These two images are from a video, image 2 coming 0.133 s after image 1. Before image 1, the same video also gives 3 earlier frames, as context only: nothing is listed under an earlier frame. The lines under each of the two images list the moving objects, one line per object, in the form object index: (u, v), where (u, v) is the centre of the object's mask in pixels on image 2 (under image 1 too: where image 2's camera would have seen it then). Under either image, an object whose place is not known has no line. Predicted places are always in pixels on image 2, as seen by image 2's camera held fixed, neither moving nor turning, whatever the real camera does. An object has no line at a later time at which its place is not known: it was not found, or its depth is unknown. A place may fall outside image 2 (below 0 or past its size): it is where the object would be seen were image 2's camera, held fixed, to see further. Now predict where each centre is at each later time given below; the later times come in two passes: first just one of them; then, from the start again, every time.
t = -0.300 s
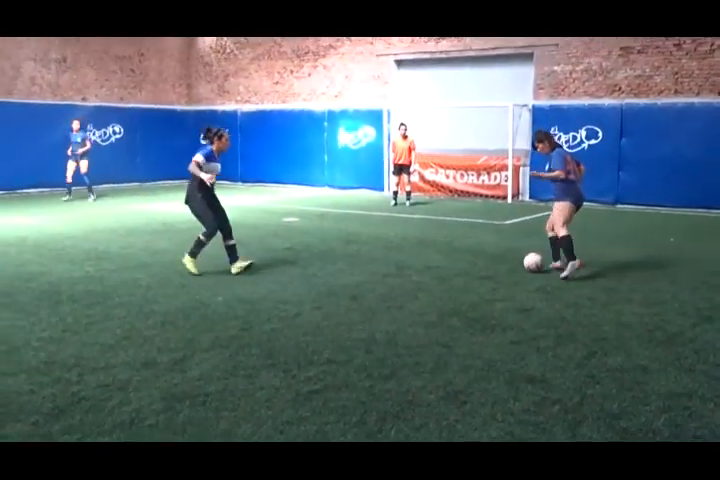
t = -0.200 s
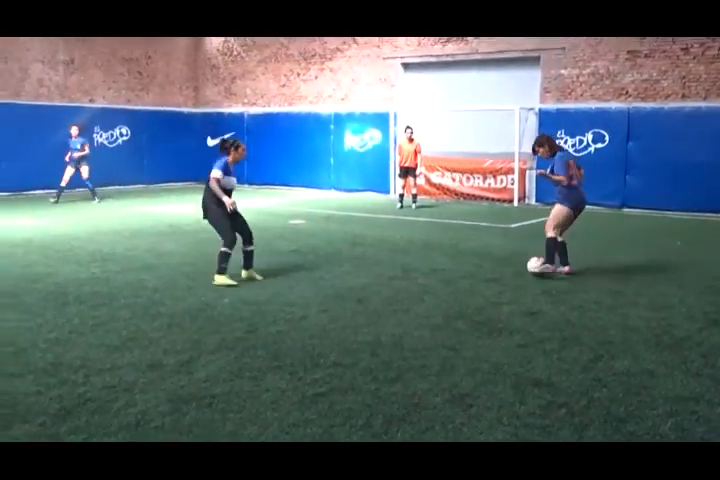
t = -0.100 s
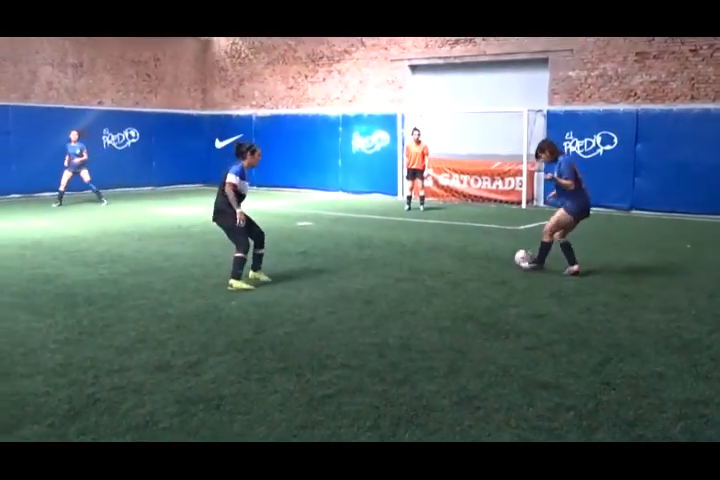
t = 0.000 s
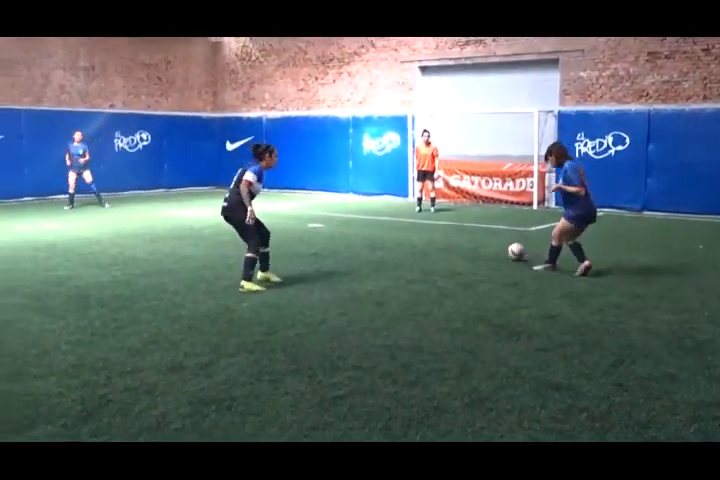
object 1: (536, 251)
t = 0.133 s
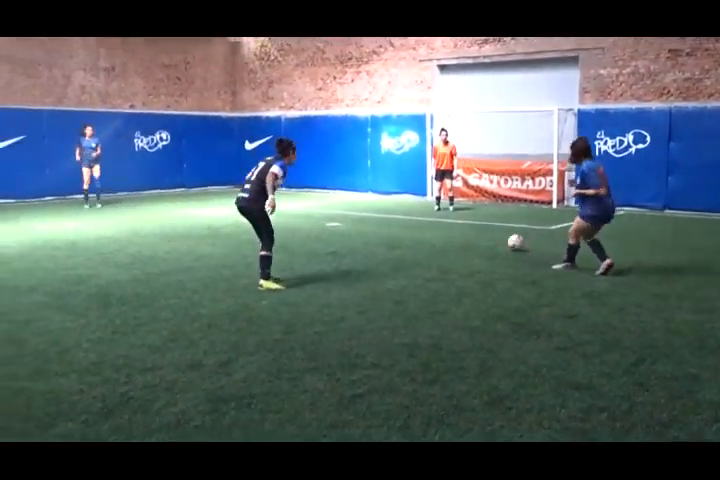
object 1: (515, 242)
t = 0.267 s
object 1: (500, 236)
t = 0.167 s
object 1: (511, 240)
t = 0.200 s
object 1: (507, 239)
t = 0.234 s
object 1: (503, 238)
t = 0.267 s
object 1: (500, 236)
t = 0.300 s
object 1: (496, 235)
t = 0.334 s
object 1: (494, 233)
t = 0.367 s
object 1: (490, 233)
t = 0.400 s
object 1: (487, 231)
